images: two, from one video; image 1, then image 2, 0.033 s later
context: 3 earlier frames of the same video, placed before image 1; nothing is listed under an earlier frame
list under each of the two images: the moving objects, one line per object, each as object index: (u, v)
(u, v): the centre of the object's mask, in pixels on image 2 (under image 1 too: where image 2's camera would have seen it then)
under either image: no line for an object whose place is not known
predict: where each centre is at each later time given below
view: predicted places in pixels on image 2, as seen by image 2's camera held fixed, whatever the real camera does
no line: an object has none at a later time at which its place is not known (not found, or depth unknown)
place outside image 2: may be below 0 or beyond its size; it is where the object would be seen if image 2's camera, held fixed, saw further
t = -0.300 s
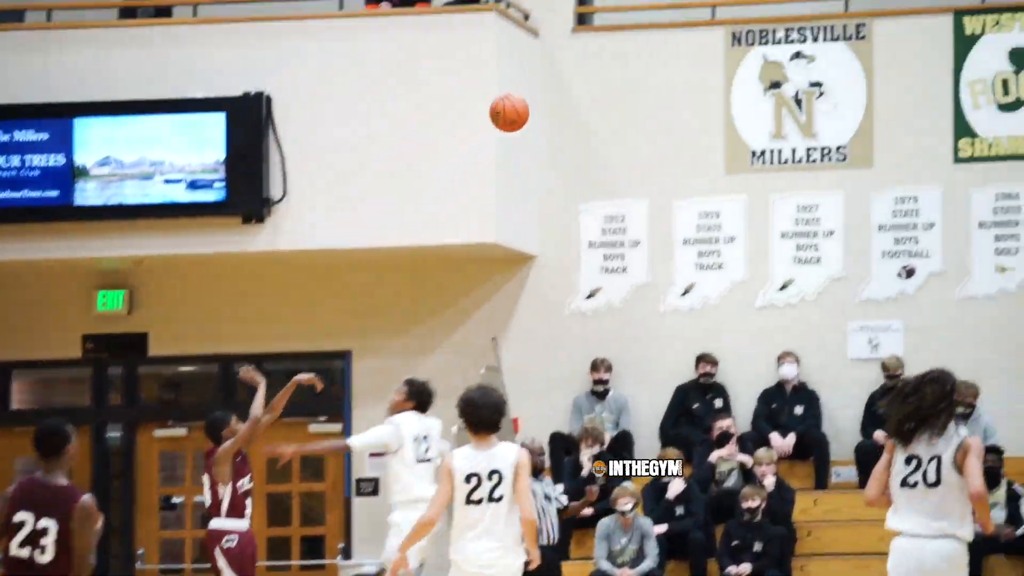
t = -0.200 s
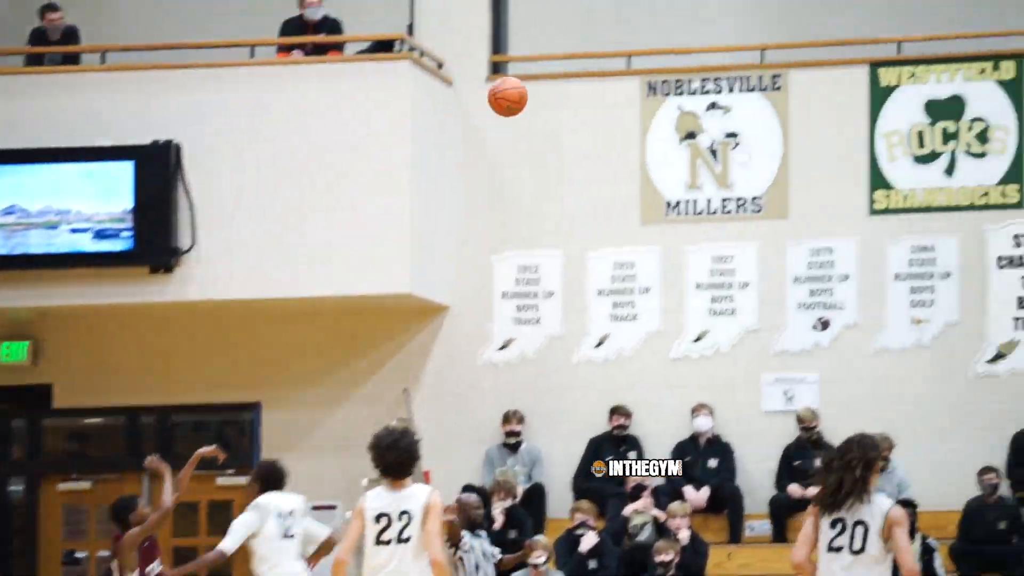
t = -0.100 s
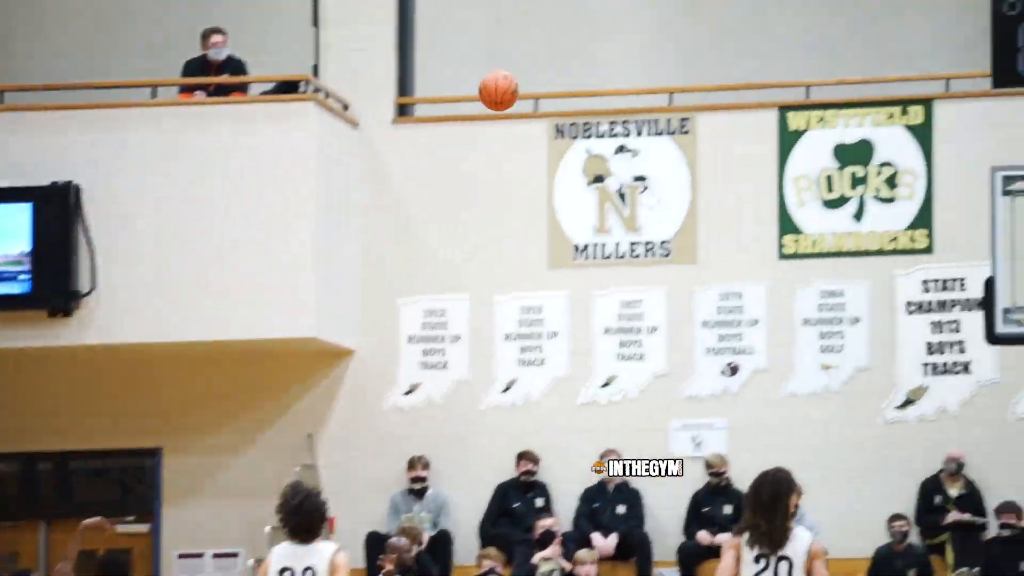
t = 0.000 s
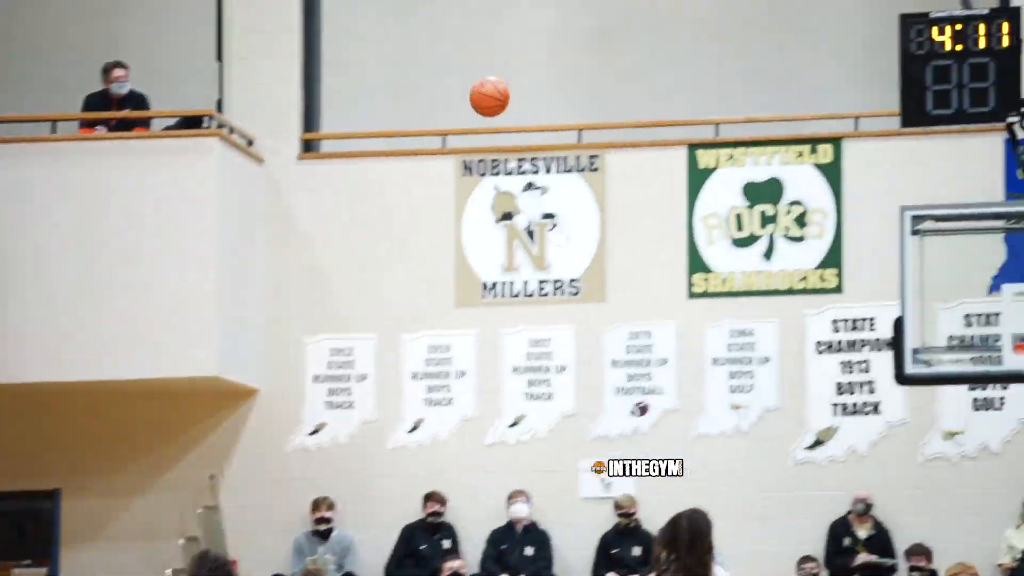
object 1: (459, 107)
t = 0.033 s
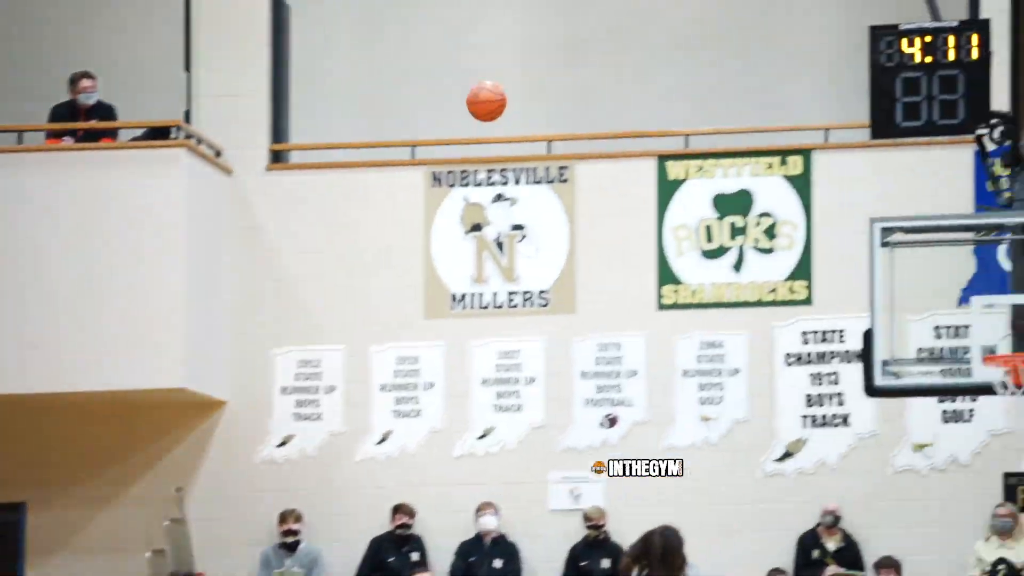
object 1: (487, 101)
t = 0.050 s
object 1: (500, 100)
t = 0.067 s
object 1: (513, 99)
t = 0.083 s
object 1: (526, 97)
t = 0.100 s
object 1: (539, 97)
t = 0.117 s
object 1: (552, 97)
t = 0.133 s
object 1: (565, 97)
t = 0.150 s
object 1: (578, 98)
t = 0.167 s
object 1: (591, 99)
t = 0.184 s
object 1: (604, 100)
